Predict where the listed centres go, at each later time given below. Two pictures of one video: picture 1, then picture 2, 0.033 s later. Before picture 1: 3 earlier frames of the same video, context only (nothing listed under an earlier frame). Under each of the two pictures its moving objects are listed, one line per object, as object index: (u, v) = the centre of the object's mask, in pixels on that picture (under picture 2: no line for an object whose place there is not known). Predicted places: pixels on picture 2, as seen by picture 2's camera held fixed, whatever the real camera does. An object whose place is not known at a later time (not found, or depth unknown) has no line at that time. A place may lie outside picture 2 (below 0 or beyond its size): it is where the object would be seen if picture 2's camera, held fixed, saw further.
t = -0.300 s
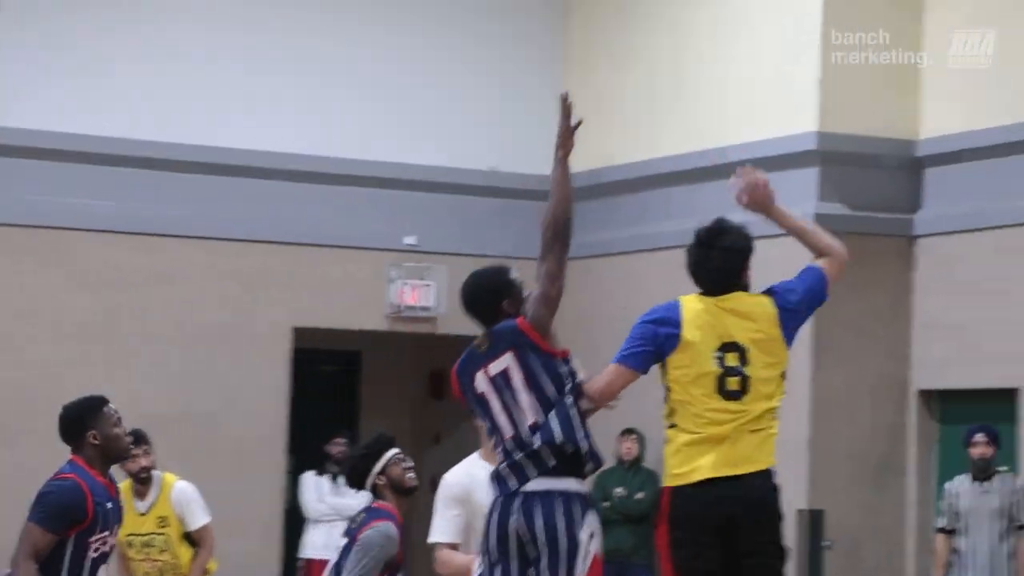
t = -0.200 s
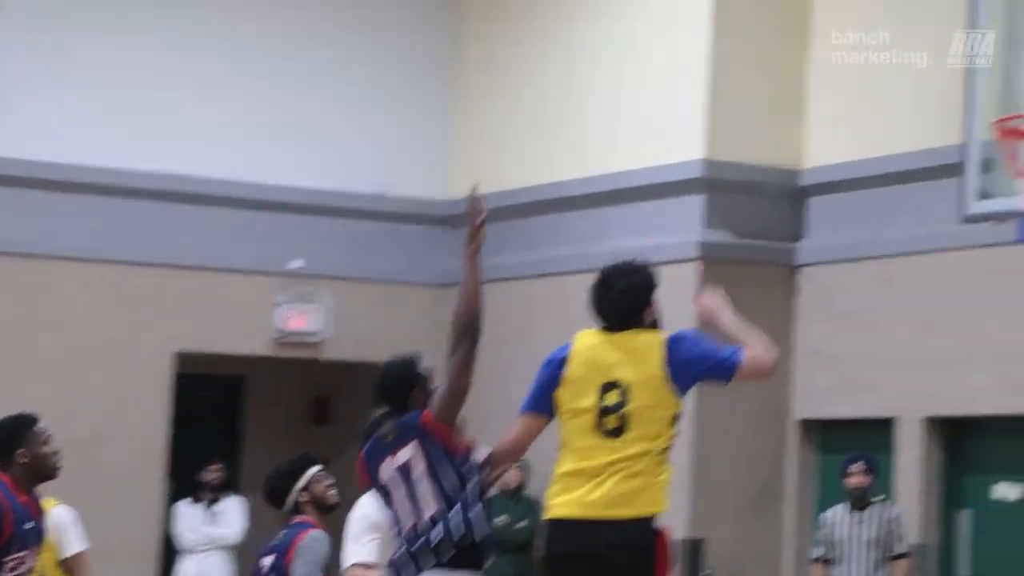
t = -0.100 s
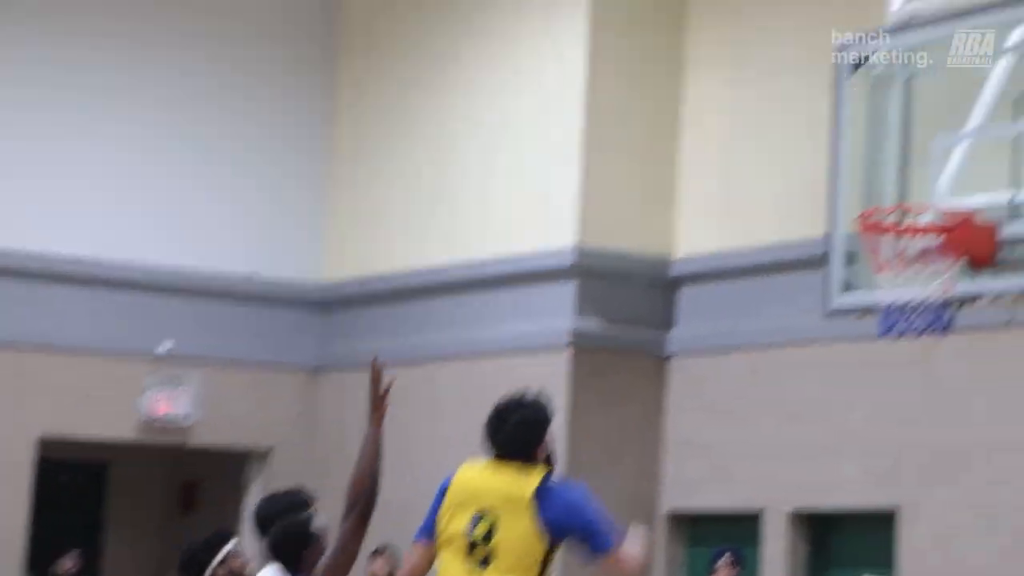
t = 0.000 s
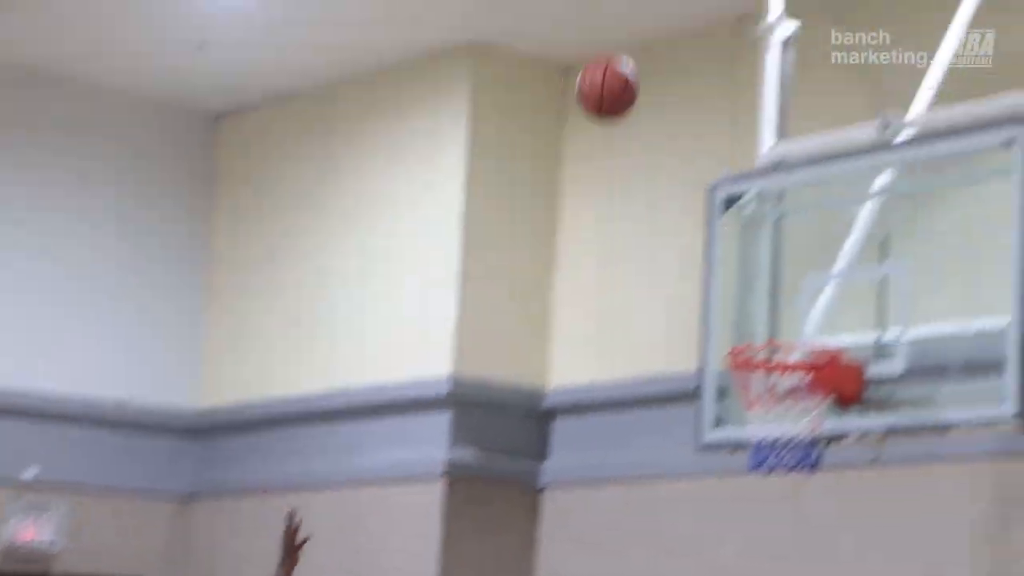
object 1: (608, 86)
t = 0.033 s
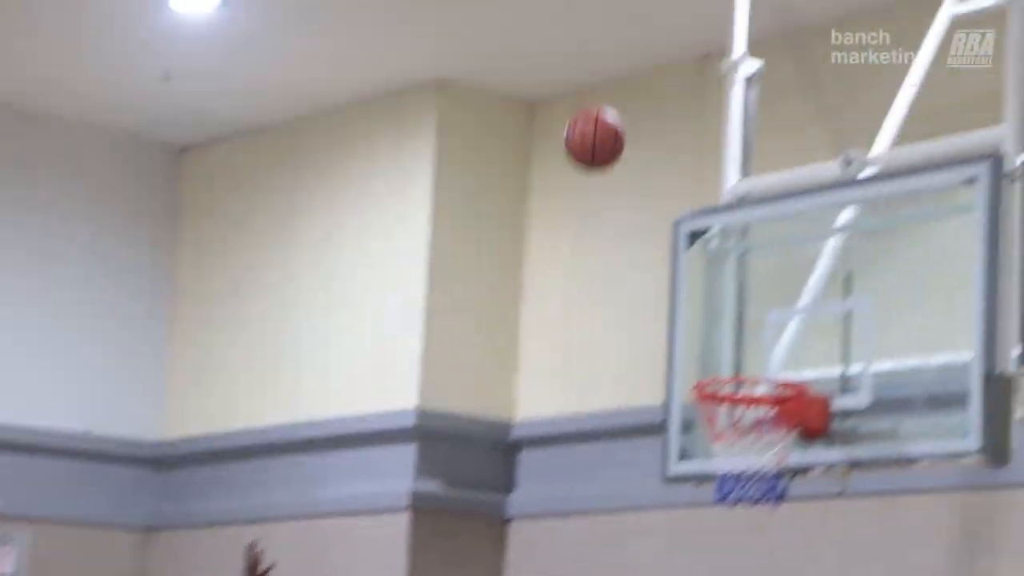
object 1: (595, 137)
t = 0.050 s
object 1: (606, 145)
